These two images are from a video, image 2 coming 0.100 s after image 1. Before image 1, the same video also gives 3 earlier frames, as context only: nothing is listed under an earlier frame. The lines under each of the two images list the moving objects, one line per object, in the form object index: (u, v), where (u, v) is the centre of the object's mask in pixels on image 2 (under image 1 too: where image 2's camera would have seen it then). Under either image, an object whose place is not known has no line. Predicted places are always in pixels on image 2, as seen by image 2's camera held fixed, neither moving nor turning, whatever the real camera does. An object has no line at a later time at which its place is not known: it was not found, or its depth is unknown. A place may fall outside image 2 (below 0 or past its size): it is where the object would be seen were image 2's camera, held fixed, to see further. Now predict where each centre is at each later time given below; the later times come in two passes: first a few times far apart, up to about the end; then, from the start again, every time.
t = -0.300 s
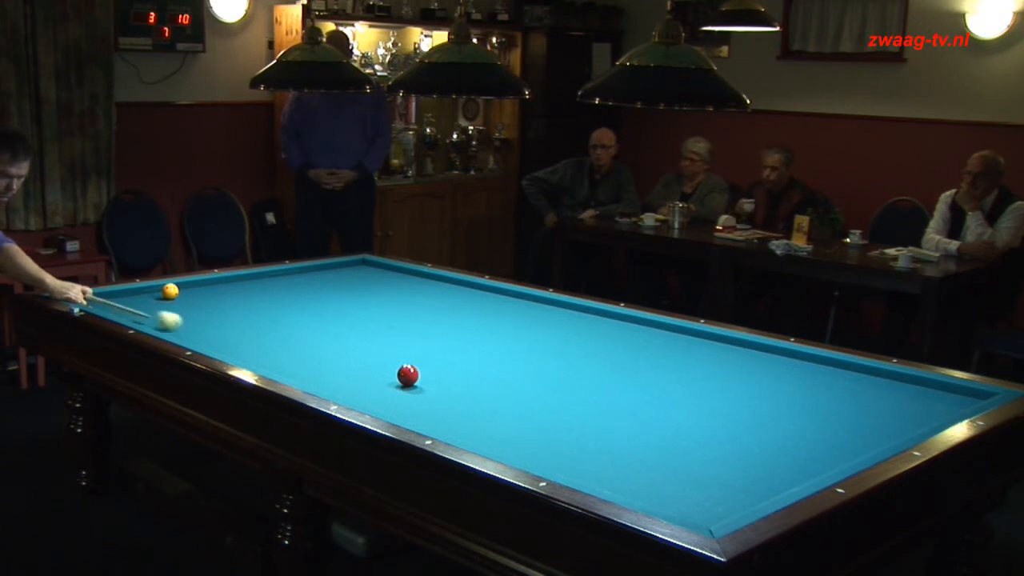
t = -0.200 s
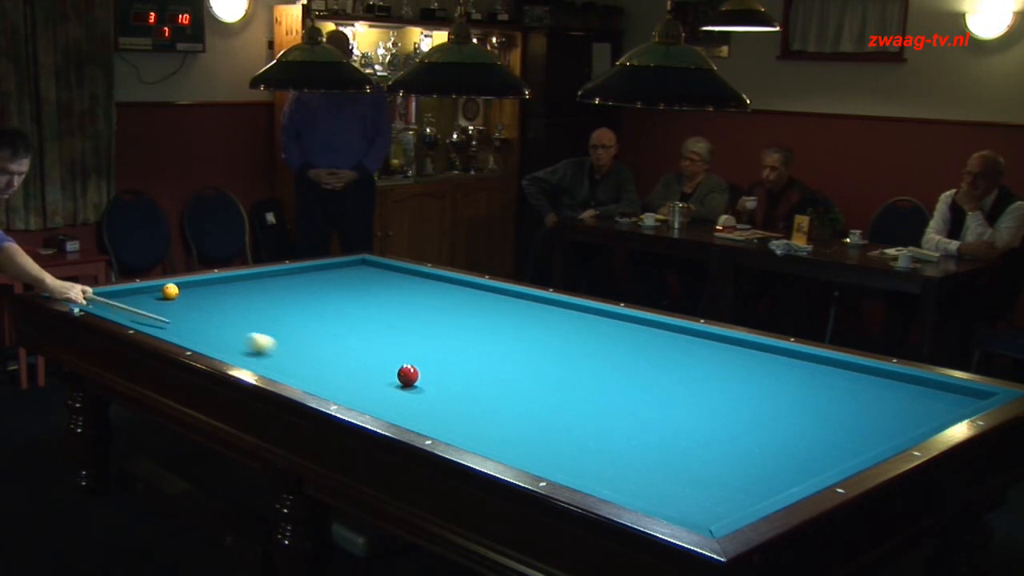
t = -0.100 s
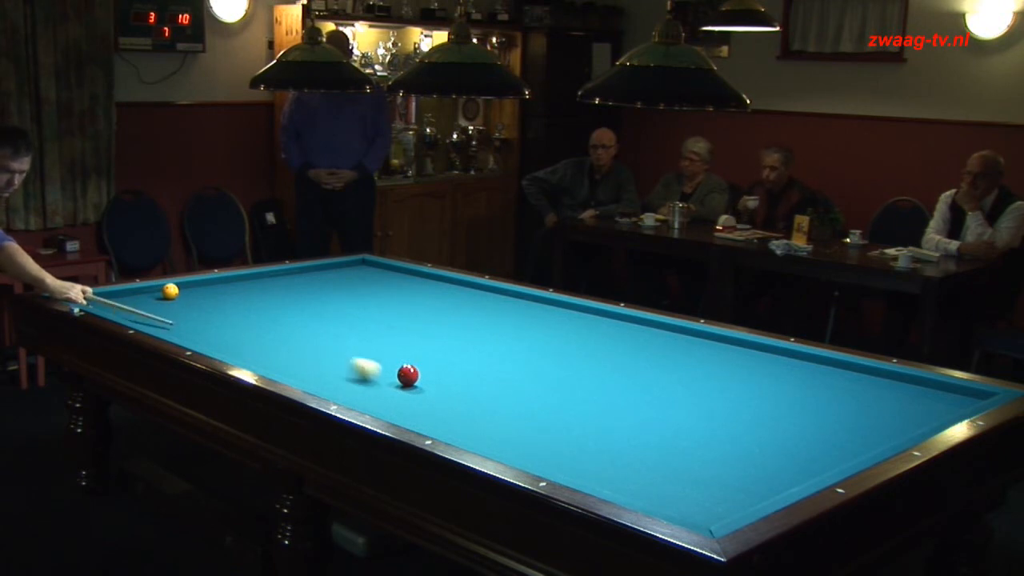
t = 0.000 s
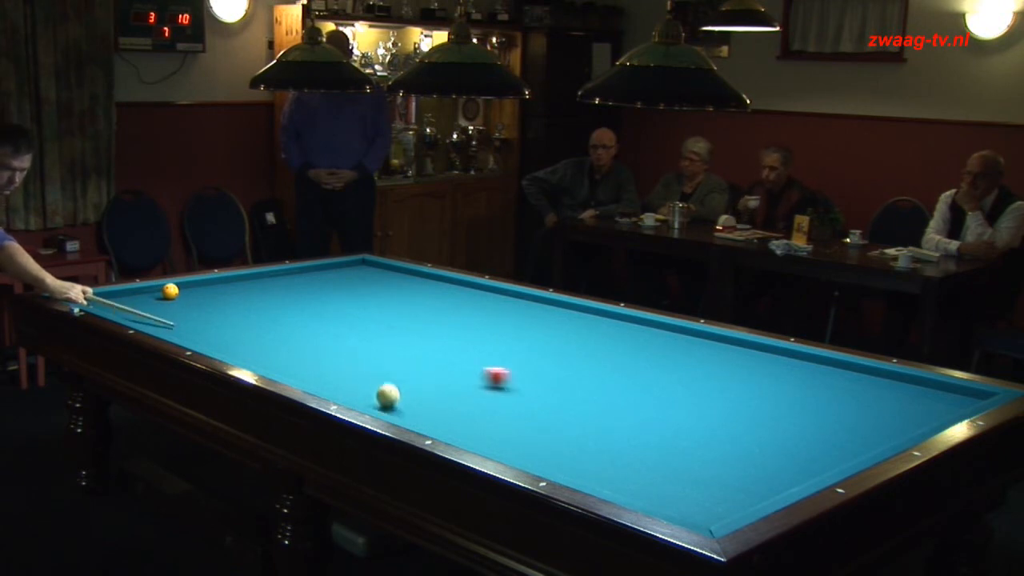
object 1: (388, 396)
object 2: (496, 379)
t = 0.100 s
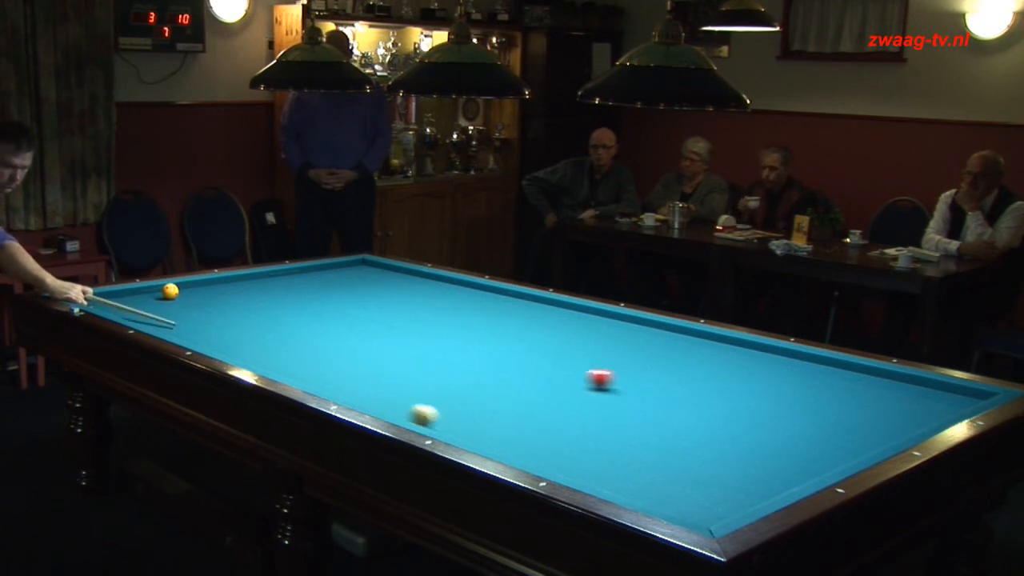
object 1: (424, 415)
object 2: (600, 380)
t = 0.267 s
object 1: (560, 433)
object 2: (755, 382)
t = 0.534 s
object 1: (790, 463)
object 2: (951, 391)
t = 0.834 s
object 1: (763, 406)
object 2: (867, 407)
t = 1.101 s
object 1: (736, 367)
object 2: (764, 410)
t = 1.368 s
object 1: (716, 336)
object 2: (659, 413)
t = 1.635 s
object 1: (618, 330)
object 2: (552, 415)
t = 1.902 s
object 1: (528, 323)
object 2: (444, 418)
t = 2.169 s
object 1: (443, 317)
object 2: (406, 400)
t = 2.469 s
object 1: (351, 310)
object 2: (399, 376)
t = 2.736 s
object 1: (274, 305)
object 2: (394, 357)
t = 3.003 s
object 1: (202, 299)
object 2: (390, 340)
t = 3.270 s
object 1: (133, 294)
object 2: (386, 326)
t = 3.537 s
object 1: (97, 300)
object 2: (383, 313)
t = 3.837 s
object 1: (127, 307)
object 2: (380, 301)
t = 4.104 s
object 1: (170, 310)
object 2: (378, 290)
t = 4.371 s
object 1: (214, 313)
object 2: (375, 282)
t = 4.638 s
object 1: (257, 316)
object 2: (373, 273)
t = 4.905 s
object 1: (300, 319)
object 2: (371, 266)
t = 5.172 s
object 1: (343, 322)
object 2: (356, 262)
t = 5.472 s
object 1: (391, 325)
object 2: (358, 264)
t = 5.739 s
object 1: (433, 328)
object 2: (360, 266)
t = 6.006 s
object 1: (476, 331)
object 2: (363, 269)
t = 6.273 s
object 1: (517, 333)
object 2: (365, 271)
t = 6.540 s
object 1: (558, 336)
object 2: (368, 274)
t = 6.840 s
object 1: (604, 339)
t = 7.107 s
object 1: (644, 342)
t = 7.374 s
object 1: (683, 345)
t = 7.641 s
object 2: (376, 282)
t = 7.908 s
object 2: (377, 284)
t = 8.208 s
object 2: (379, 286)
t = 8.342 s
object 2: (379, 286)
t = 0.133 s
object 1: (451, 419)
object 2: (632, 379)
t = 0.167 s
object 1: (478, 422)
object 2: (664, 380)
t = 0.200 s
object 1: (505, 426)
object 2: (695, 380)
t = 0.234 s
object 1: (532, 429)
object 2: (726, 381)
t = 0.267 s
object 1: (560, 433)
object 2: (755, 382)
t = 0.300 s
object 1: (587, 436)
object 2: (783, 382)
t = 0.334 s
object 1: (615, 440)
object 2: (812, 383)
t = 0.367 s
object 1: (643, 444)
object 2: (839, 384)
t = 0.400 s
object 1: (672, 448)
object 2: (866, 384)
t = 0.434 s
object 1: (700, 451)
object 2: (891, 384)
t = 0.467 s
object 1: (730, 455)
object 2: (916, 385)
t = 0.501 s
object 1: (759, 459)
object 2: (942, 386)
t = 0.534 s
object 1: (790, 463)
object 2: (951, 391)
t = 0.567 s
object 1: (820, 464)
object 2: (957, 396)
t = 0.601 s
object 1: (818, 460)
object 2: (963, 400)
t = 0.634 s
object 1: (807, 450)
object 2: (959, 403)
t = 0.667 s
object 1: (797, 442)
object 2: (942, 405)
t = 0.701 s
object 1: (788, 434)
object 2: (925, 405)
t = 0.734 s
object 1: (781, 427)
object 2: (909, 406)
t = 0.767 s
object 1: (774, 419)
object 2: (894, 406)
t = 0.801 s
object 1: (768, 413)
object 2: (880, 406)
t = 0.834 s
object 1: (763, 406)
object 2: (867, 407)
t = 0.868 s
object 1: (759, 401)
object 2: (854, 407)
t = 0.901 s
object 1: (755, 396)
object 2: (841, 407)
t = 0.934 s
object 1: (752, 390)
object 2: (828, 408)
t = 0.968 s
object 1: (749, 386)
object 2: (816, 408)
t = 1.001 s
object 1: (745, 381)
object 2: (803, 408)
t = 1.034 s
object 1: (743, 376)
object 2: (790, 409)
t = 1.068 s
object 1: (739, 372)
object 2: (777, 409)
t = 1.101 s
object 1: (736, 367)
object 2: (764, 410)
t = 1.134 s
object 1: (734, 363)
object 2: (751, 410)
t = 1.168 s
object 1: (731, 359)
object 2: (738, 411)
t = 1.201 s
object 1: (729, 355)
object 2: (725, 411)
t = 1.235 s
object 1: (726, 351)
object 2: (712, 411)
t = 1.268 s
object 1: (724, 347)
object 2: (699, 412)
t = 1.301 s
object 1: (721, 344)
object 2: (686, 412)
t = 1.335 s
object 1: (719, 340)
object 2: (673, 413)
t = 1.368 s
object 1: (716, 336)
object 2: (659, 413)
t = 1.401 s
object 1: (704, 336)
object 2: (646, 413)
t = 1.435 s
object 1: (691, 335)
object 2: (633, 414)
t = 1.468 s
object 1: (677, 334)
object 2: (620, 414)
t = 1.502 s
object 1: (665, 334)
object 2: (606, 414)
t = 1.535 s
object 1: (653, 333)
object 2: (593, 414)
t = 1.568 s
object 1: (641, 332)
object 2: (579, 415)
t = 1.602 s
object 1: (630, 331)
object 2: (566, 415)
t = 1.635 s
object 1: (618, 330)
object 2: (552, 415)
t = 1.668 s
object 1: (607, 330)
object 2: (539, 416)
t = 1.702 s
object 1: (595, 329)
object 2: (525, 416)
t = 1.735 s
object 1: (584, 328)
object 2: (512, 417)
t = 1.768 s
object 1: (573, 327)
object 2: (498, 417)
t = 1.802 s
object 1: (562, 326)
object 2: (484, 417)
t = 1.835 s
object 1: (550, 325)
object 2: (471, 417)
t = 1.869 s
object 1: (539, 324)
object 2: (457, 418)
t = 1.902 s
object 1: (528, 323)
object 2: (444, 418)
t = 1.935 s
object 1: (518, 323)
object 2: (430, 417)
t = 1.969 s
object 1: (507, 322)
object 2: (417, 416)
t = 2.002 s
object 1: (496, 321)
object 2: (409, 414)
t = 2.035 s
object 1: (485, 320)
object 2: (409, 412)
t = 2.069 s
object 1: (474, 320)
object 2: (409, 409)
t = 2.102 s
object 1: (464, 319)
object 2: (408, 406)
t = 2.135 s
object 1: (453, 318)
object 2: (407, 403)
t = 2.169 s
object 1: (443, 317)
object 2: (406, 400)
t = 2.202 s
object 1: (432, 316)
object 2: (406, 397)
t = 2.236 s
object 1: (422, 316)
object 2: (404, 395)
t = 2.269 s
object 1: (411, 315)
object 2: (404, 391)
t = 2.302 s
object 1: (401, 314)
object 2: (403, 389)
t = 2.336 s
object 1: (391, 313)
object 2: (402, 386)
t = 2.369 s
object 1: (381, 313)
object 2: (401, 383)
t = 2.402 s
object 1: (371, 312)
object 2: (401, 381)
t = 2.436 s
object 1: (361, 311)
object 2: (400, 378)
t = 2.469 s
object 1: (351, 310)
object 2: (399, 376)
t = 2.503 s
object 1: (341, 309)
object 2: (399, 373)
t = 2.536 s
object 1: (332, 309)
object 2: (398, 371)
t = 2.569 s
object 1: (322, 308)
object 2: (397, 368)
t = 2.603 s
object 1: (313, 308)
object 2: (397, 366)
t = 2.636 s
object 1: (303, 307)
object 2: (396, 364)
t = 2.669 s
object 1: (293, 306)
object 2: (395, 361)
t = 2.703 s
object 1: (284, 305)
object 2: (395, 359)
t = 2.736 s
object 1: (274, 305)
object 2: (394, 357)
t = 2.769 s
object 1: (265, 304)
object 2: (394, 355)
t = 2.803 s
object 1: (256, 303)
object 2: (393, 352)
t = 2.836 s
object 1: (247, 303)
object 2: (392, 350)
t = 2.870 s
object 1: (238, 302)
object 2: (392, 348)
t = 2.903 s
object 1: (229, 301)
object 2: (392, 346)
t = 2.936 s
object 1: (219, 301)
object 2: (391, 344)
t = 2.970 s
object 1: (211, 300)
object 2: (390, 342)
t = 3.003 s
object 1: (202, 299)
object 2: (390, 340)
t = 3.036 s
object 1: (193, 299)
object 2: (389, 339)
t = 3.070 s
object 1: (185, 298)
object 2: (389, 336)
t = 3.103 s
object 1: (176, 297)
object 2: (388, 335)
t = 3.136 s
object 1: (167, 297)
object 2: (388, 333)
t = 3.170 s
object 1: (158, 296)
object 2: (388, 331)
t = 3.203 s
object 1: (150, 295)
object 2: (387, 329)
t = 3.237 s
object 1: (142, 294)
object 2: (387, 327)
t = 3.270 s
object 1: (133, 294)
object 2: (386, 326)
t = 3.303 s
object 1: (125, 293)
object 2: (386, 324)
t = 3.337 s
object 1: (116, 293)
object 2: (385, 323)
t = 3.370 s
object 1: (111, 293)
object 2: (385, 321)
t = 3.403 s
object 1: (109, 294)
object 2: (384, 320)
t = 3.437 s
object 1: (107, 296)
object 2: (384, 318)
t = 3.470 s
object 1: (103, 298)
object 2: (384, 316)
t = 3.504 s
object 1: (100, 299)
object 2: (383, 315)
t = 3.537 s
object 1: (97, 300)
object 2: (383, 313)
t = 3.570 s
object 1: (95, 301)
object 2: (382, 312)
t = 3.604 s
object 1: (92, 302)
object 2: (382, 310)
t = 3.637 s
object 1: (93, 303)
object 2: (382, 309)
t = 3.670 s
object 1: (100, 304)
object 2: (381, 307)
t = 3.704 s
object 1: (105, 305)
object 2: (381, 306)
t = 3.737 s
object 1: (111, 305)
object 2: (381, 305)
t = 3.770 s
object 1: (116, 306)
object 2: (380, 303)
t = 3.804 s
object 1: (121, 307)
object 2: (380, 302)
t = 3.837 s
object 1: (127, 307)
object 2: (380, 301)
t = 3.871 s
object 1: (132, 307)
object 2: (379, 299)
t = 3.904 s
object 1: (138, 308)
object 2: (379, 298)
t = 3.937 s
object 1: (143, 308)
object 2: (379, 297)
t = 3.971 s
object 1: (148, 309)
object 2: (379, 296)
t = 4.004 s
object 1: (154, 309)
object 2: (378, 294)
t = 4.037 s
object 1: (160, 309)
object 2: (378, 293)
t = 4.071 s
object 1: (164, 310)
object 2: (378, 292)
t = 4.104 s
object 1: (170, 310)
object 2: (378, 290)
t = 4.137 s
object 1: (176, 310)
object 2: (377, 289)
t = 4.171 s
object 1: (181, 310)
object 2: (377, 288)
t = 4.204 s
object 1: (186, 311)
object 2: (376, 287)
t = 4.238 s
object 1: (192, 311)
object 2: (376, 286)
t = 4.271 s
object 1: (197, 312)
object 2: (376, 285)
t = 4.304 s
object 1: (203, 312)
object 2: (376, 284)
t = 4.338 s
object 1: (208, 313)
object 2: (375, 283)
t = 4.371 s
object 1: (214, 313)
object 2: (375, 282)
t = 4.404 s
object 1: (219, 314)
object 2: (375, 281)
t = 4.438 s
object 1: (224, 314)
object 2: (374, 280)
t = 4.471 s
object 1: (230, 314)
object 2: (374, 278)
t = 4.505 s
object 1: (235, 315)
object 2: (374, 277)
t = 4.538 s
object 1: (240, 315)
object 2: (373, 276)
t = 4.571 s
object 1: (246, 315)
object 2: (373, 275)
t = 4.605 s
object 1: (251, 316)
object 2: (373, 274)
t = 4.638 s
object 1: (257, 316)
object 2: (373, 273)
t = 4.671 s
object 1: (262, 317)
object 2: (373, 272)
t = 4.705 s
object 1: (267, 317)
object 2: (372, 271)
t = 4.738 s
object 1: (273, 317)
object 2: (372, 270)
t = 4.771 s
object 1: (278, 317)
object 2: (372, 269)
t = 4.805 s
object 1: (283, 318)
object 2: (372, 268)
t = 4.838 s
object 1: (289, 318)
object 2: (371, 268)
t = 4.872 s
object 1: (294, 319)
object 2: (371, 266)
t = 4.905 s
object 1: (300, 319)
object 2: (371, 266)
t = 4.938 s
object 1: (305, 319)
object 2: (371, 265)
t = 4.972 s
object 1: (310, 320)
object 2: (371, 264)
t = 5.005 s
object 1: (316, 320)
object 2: (370, 263)
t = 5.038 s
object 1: (321, 321)
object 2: (369, 263)
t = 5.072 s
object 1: (327, 321)
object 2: (365, 263)
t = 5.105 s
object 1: (332, 321)
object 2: (362, 262)
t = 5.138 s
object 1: (337, 322)
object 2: (359, 262)
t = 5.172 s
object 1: (343, 322)
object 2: (356, 262)
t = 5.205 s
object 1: (348, 323)
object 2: (356, 262)
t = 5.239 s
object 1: (354, 323)
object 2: (356, 262)
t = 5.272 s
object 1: (359, 323)
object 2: (356, 262)
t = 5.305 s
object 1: (364, 323)
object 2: (357, 263)
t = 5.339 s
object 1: (369, 324)
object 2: (357, 263)
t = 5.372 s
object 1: (375, 324)
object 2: (357, 264)
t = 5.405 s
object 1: (380, 324)
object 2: (358, 264)
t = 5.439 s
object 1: (386, 325)
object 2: (358, 264)
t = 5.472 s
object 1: (391, 325)
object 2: (358, 264)
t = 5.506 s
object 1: (396, 325)
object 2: (359, 264)
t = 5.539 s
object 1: (402, 326)
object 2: (358, 265)
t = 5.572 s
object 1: (407, 326)
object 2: (359, 265)
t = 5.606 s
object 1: (412, 327)
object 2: (359, 265)
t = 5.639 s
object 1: (418, 327)
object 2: (359, 266)
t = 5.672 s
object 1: (423, 327)
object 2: (360, 266)
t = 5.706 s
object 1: (428, 328)
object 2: (360, 266)
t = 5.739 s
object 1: (433, 328)
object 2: (360, 266)
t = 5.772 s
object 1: (439, 328)
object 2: (361, 267)
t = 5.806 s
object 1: (444, 329)
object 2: (361, 267)
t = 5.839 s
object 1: (449, 329)
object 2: (362, 267)
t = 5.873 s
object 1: (455, 330)
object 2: (362, 268)
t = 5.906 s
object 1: (460, 330)
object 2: (362, 268)
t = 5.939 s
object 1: (465, 330)
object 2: (362, 268)
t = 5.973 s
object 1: (470, 331)
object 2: (362, 269)
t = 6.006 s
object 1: (476, 331)
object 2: (363, 269)
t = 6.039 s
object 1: (481, 331)
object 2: (363, 269)
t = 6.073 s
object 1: (486, 332)
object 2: (363, 270)
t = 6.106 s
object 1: (491, 332)
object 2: (364, 270)
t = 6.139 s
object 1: (497, 332)
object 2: (364, 270)
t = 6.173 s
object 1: (502, 332)
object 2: (364, 270)
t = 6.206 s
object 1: (507, 333)
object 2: (364, 271)
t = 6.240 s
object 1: (512, 333)
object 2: (365, 271)
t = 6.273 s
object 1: (517, 333)
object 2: (365, 271)
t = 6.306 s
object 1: (522, 334)
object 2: (365, 272)
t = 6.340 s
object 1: (528, 335)
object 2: (366, 272)
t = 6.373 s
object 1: (533, 335)
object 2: (367, 272)
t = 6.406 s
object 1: (538, 335)
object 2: (366, 273)
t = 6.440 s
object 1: (543, 335)
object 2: (367, 273)
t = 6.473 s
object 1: (548, 335)
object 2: (367, 273)
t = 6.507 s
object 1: (553, 336)
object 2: (367, 274)
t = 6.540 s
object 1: (558, 336)
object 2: (368, 274)
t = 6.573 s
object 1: (564, 337)
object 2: (368, 274)
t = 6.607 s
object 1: (568, 337)
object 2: (368, 274)
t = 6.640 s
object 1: (574, 337)
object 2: (371, 274)
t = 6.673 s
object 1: (579, 338)
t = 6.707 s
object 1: (584, 338)
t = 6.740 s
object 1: (589, 338)
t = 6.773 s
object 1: (594, 339)
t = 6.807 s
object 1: (599, 339)
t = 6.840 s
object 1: (604, 339)
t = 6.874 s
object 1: (609, 340)
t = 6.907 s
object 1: (614, 340)
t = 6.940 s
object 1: (619, 341)
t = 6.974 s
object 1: (624, 341)
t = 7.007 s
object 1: (629, 341)
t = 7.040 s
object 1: (634, 342)
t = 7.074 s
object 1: (639, 342)
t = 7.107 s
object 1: (644, 342)
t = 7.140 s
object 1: (649, 342)
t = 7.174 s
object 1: (654, 343)
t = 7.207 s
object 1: (659, 343)
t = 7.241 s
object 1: (664, 343)
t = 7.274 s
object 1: (669, 344)
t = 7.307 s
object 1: (674, 344)
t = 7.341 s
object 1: (679, 345)
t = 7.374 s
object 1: (683, 345)
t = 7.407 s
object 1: (688, 345)
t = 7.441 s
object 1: (693, 346)
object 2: (375, 281)
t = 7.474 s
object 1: (699, 346)
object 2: (375, 281)
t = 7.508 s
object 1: (703, 346)
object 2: (375, 281)
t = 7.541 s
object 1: (708, 347)
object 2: (375, 281)
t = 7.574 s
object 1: (714, 347)
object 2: (375, 282)
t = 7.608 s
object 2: (375, 282)
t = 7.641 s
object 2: (376, 282)
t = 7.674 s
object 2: (376, 282)
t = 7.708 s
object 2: (376, 283)
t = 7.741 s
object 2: (376, 283)
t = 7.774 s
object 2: (376, 283)
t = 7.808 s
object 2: (377, 283)
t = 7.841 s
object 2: (377, 283)
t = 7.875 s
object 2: (377, 284)
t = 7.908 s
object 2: (377, 284)
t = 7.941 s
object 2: (377, 284)
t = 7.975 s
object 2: (378, 284)
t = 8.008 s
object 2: (378, 284)
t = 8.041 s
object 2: (378, 285)
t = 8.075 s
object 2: (378, 285)
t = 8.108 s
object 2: (378, 285)
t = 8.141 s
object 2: (378, 285)
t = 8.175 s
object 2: (379, 286)
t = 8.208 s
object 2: (379, 286)
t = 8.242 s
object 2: (379, 286)
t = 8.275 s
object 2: (379, 286)
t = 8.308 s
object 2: (379, 286)
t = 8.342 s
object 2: (379, 286)
